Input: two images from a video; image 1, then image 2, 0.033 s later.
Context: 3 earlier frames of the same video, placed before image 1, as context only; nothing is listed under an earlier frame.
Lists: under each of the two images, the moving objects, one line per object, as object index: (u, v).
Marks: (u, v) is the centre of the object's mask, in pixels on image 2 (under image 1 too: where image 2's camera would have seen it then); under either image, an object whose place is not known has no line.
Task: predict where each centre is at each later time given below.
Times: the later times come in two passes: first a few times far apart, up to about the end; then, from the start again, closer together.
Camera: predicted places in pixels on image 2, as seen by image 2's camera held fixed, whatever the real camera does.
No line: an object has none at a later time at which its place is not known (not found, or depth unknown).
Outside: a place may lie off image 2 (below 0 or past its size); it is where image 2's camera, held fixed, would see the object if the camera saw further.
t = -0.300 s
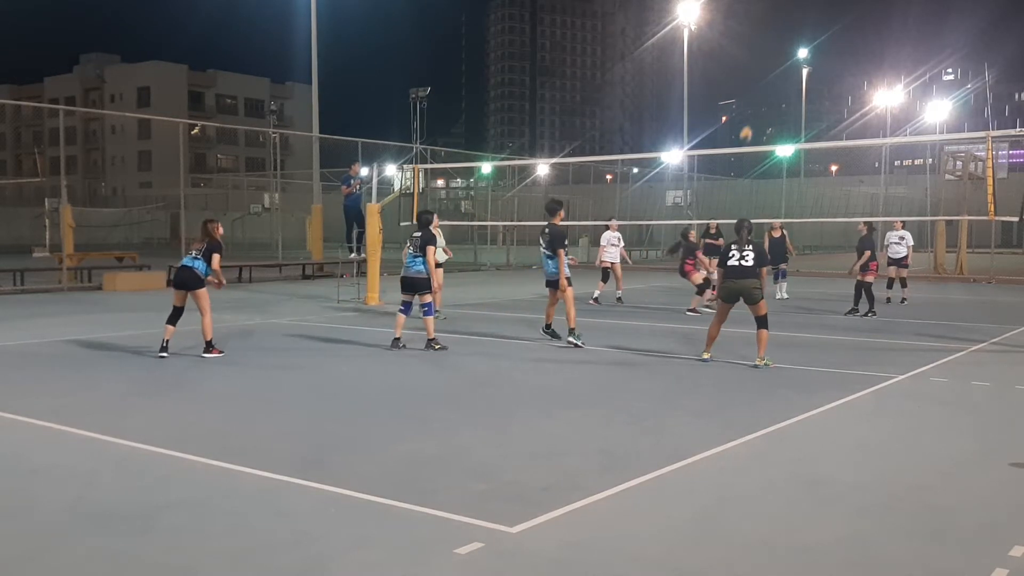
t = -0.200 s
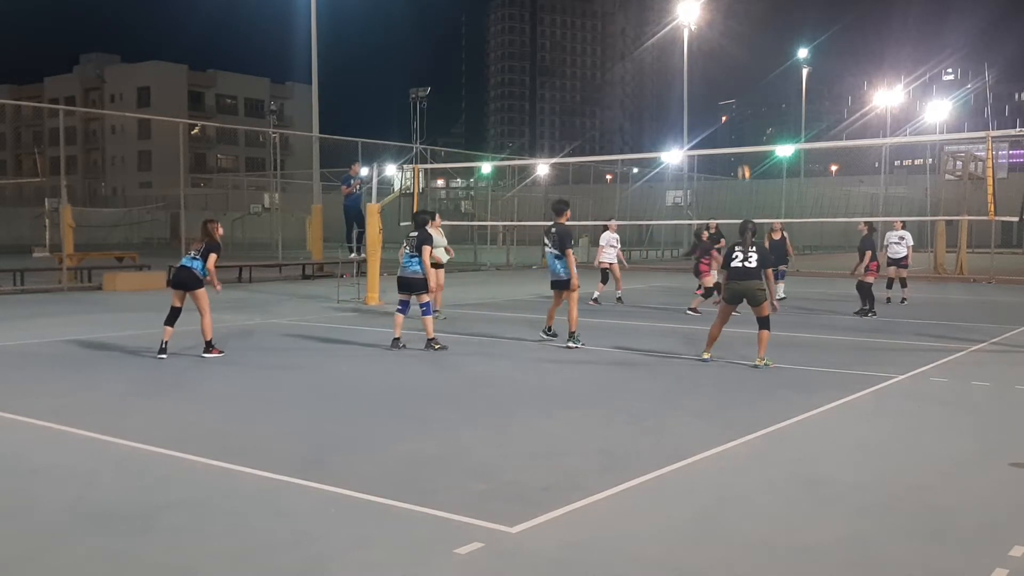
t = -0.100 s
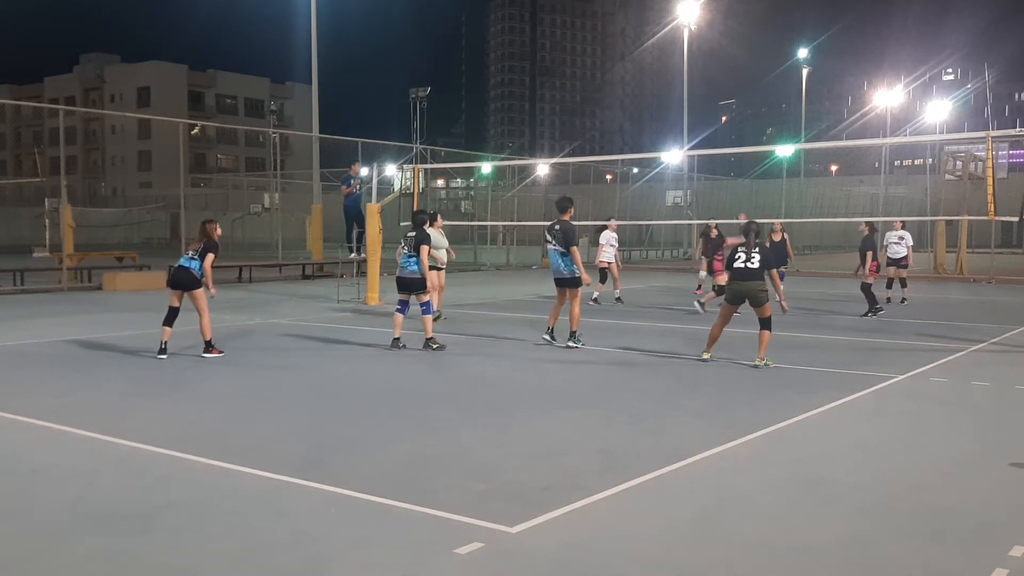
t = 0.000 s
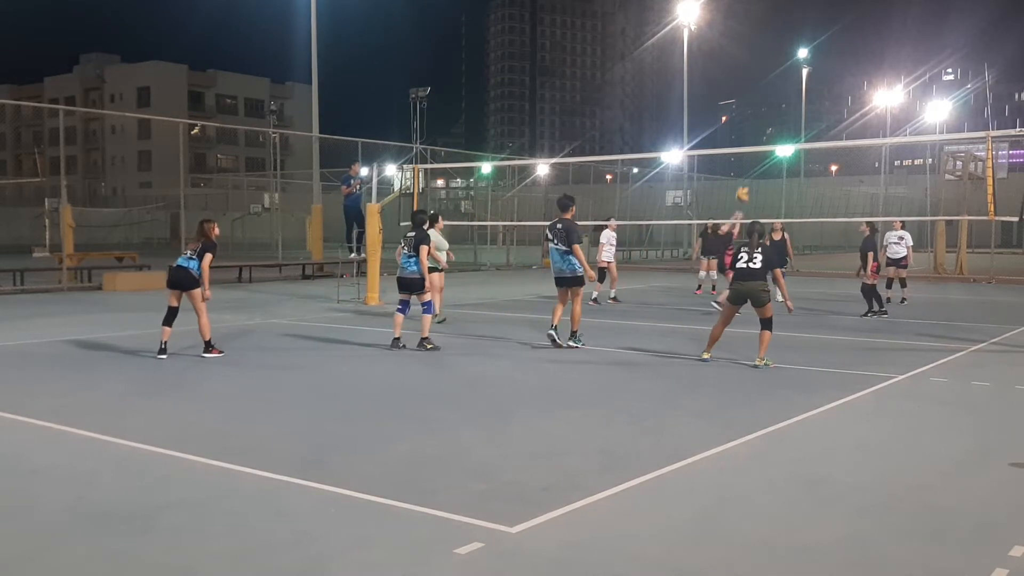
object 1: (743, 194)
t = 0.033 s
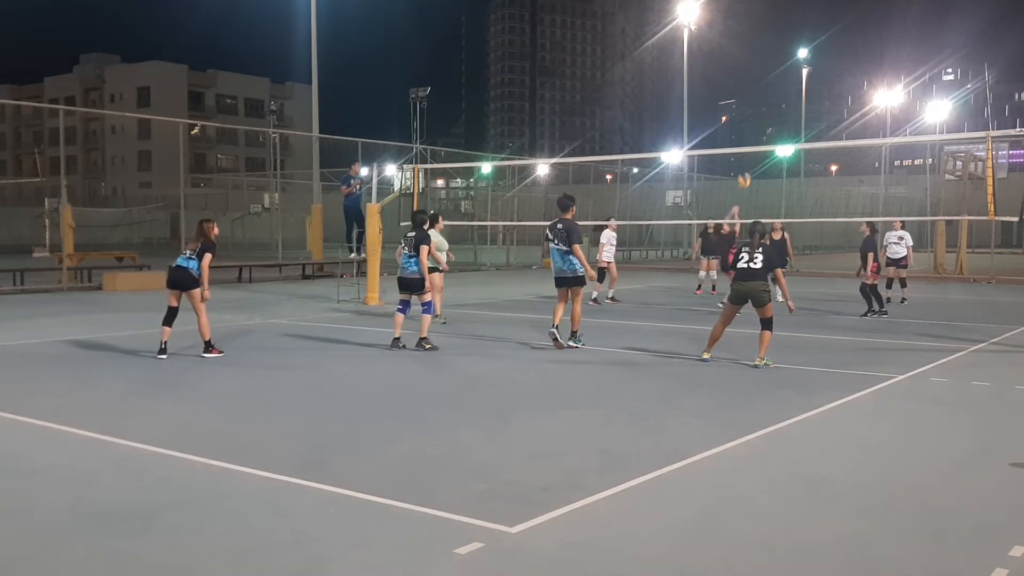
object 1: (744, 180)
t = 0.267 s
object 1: (753, 99)
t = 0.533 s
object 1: (764, 47)
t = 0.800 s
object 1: (775, 48)
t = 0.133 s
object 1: (748, 141)
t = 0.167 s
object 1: (749, 132)
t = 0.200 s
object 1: (750, 121)
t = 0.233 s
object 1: (752, 111)
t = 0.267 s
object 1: (753, 99)
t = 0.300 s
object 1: (754, 92)
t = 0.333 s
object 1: (756, 83)
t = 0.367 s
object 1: (757, 76)
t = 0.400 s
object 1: (759, 68)
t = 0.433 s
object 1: (760, 61)
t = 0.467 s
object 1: (761, 57)
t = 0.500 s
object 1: (762, 52)
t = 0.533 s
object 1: (764, 47)
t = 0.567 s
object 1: (766, 43)
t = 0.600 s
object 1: (767, 42)
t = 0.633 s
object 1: (768, 41)
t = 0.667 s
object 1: (769, 40)
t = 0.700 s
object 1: (771, 40)
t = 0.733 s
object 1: (772, 41)
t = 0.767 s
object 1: (774, 44)
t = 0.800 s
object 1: (775, 48)
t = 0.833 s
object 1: (777, 53)
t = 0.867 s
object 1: (778, 58)
